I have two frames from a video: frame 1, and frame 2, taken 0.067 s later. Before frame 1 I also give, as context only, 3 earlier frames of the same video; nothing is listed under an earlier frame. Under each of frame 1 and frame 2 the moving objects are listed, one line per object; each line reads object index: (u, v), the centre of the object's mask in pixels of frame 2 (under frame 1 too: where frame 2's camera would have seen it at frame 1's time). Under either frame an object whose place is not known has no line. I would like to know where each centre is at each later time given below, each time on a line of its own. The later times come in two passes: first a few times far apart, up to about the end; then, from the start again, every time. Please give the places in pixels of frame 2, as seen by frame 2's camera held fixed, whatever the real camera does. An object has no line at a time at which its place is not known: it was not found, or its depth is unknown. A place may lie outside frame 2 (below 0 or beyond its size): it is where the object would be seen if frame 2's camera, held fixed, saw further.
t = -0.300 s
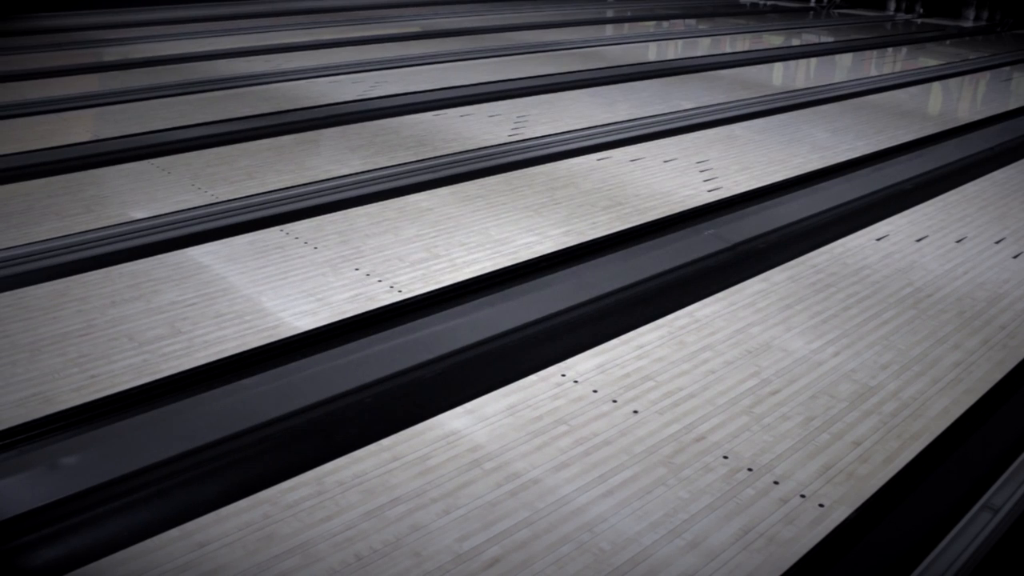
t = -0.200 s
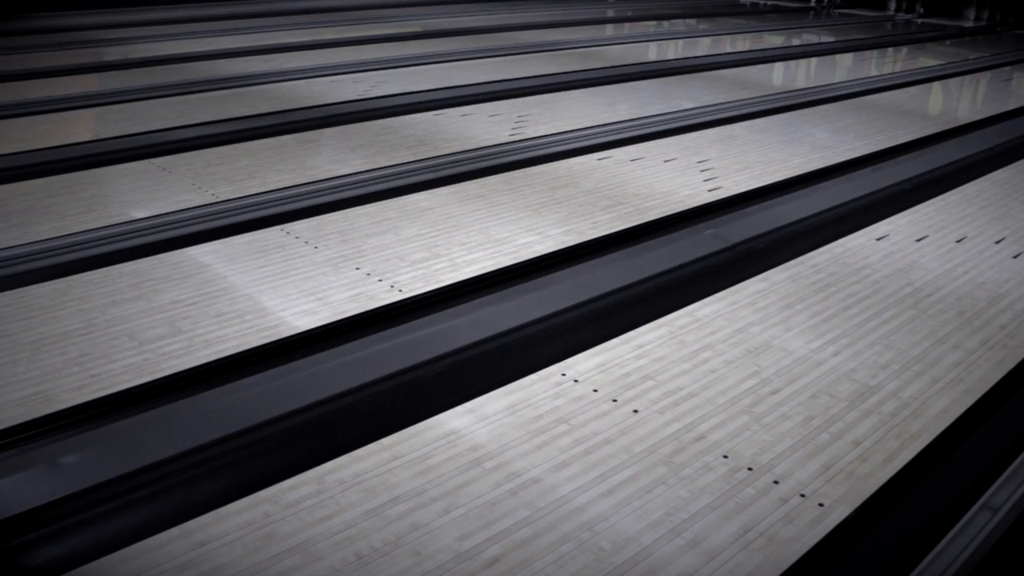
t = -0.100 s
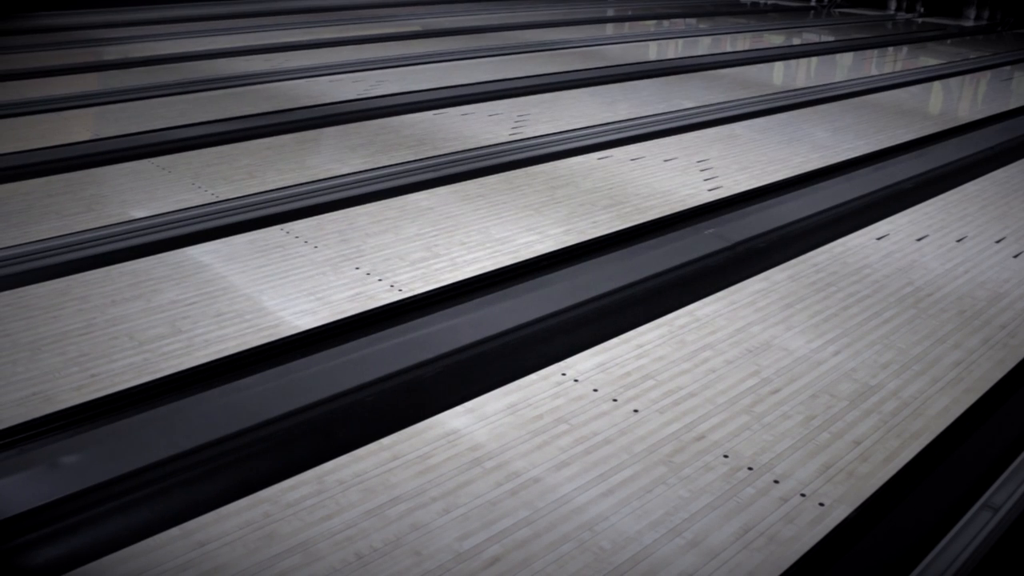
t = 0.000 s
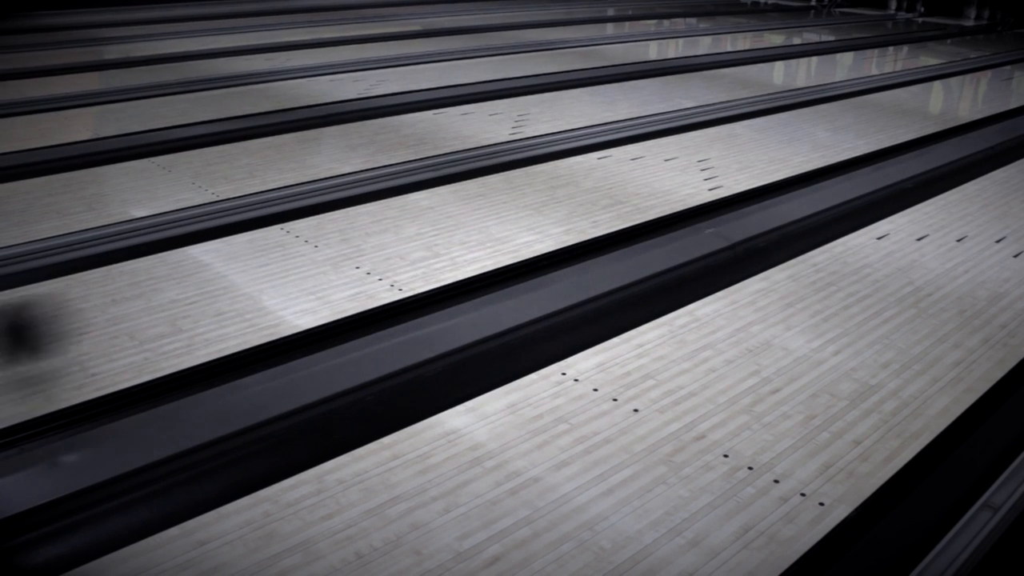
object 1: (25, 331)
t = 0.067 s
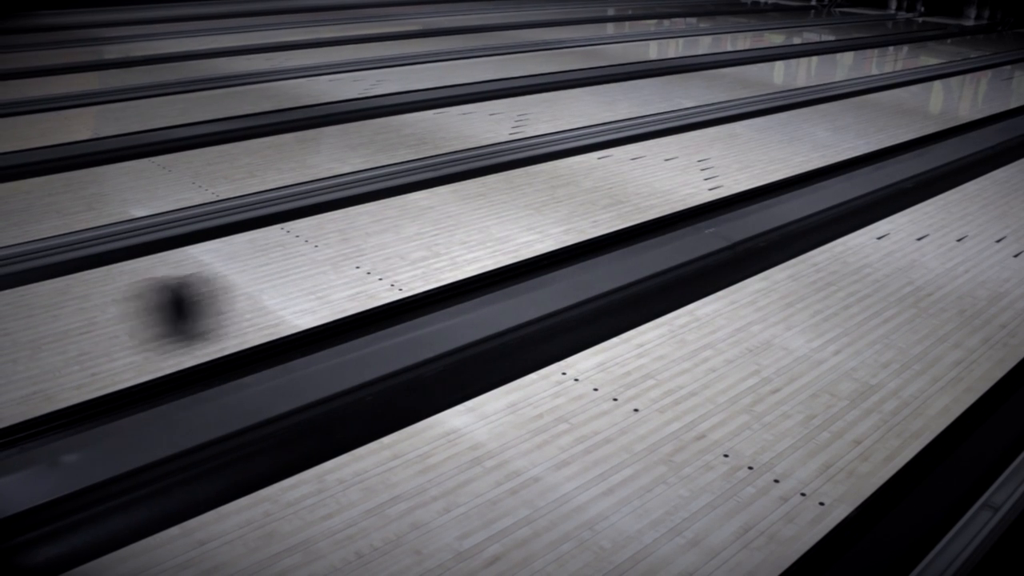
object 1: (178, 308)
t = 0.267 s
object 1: (506, 216)
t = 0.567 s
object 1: (771, 143)
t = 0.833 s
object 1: (903, 108)
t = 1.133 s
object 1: (999, 82)
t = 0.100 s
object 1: (244, 292)
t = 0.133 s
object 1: (307, 273)
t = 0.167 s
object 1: (363, 256)
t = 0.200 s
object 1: (415, 242)
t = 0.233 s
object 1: (460, 229)
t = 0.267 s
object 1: (506, 216)
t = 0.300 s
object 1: (545, 205)
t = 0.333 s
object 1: (581, 195)
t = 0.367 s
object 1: (614, 186)
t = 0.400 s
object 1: (645, 177)
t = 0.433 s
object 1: (675, 170)
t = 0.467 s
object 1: (701, 162)
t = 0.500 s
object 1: (727, 155)
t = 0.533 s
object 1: (749, 149)
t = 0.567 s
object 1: (771, 143)
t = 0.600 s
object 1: (792, 138)
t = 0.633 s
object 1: (810, 133)
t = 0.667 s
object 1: (829, 128)
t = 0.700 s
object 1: (846, 123)
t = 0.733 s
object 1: (861, 119)
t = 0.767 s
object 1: (876, 115)
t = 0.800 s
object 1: (890, 112)
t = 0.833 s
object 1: (903, 108)
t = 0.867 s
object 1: (916, 105)
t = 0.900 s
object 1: (927, 102)
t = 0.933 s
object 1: (940, 98)
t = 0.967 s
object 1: (951, 96)
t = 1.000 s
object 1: (961, 93)
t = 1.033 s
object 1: (971, 90)
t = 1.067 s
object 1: (981, 87)
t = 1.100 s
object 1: (990, 85)
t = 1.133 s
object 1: (999, 82)
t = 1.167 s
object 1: (1006, 80)
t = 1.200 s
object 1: (1013, 78)
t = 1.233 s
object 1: (1017, 76)
